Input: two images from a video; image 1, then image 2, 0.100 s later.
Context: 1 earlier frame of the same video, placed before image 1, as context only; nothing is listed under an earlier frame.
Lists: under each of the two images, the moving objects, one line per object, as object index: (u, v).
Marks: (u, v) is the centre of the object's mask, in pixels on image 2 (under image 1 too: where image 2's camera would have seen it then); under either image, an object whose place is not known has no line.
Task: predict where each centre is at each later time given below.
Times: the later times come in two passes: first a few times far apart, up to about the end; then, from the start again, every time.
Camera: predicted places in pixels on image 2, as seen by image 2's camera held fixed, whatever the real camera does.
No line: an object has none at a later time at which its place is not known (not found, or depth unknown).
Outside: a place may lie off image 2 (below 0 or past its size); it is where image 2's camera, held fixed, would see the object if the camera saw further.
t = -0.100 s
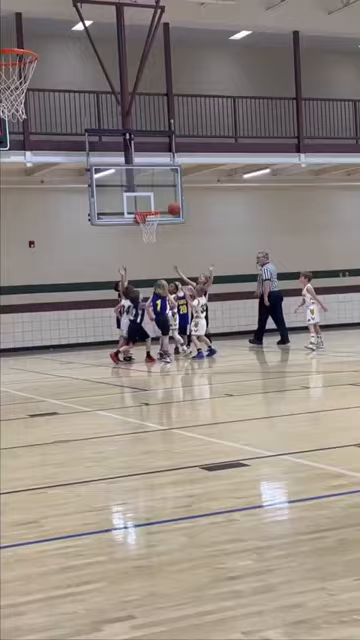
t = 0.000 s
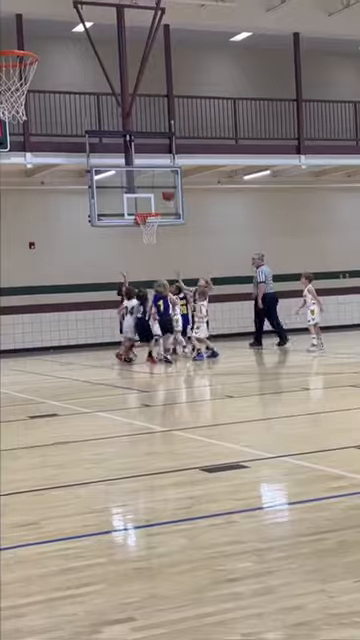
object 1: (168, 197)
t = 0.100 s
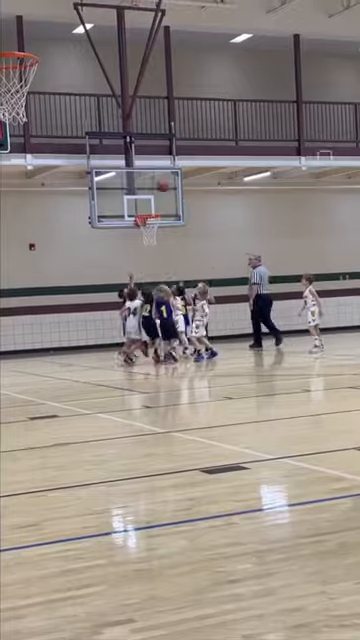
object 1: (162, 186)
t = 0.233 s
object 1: (155, 181)
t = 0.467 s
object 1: (146, 197)
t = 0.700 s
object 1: (151, 196)
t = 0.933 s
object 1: (168, 189)
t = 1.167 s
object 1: (187, 213)
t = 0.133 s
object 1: (160, 184)
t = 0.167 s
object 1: (158, 182)
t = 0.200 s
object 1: (157, 181)
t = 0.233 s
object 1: (155, 181)
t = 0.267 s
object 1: (153, 181)
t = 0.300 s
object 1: (152, 182)
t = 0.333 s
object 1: (151, 185)
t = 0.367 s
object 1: (149, 186)
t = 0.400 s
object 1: (149, 189)
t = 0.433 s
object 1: (147, 193)
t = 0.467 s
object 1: (146, 197)
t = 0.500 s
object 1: (145, 202)
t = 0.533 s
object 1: (144, 207)
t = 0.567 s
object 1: (143, 209)
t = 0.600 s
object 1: (145, 206)
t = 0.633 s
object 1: (147, 202)
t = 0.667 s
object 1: (149, 198)
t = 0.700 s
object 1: (151, 196)
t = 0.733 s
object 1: (154, 192)
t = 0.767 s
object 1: (156, 191)
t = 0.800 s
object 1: (158, 189)
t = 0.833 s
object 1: (161, 189)
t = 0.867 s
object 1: (164, 188)
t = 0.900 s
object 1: (166, 188)
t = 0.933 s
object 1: (168, 189)
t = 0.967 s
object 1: (171, 191)
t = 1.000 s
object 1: (174, 193)
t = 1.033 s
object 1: (176, 195)
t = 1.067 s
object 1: (179, 198)
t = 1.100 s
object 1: (182, 203)
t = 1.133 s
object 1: (185, 208)
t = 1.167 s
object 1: (187, 213)
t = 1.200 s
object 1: (190, 219)
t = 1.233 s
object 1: (193, 226)
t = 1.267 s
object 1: (196, 233)
